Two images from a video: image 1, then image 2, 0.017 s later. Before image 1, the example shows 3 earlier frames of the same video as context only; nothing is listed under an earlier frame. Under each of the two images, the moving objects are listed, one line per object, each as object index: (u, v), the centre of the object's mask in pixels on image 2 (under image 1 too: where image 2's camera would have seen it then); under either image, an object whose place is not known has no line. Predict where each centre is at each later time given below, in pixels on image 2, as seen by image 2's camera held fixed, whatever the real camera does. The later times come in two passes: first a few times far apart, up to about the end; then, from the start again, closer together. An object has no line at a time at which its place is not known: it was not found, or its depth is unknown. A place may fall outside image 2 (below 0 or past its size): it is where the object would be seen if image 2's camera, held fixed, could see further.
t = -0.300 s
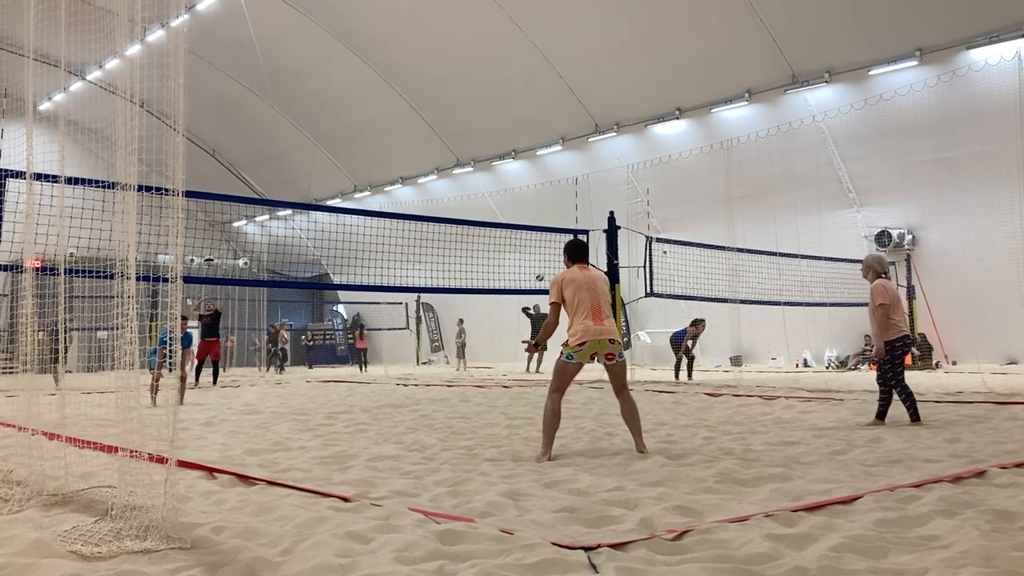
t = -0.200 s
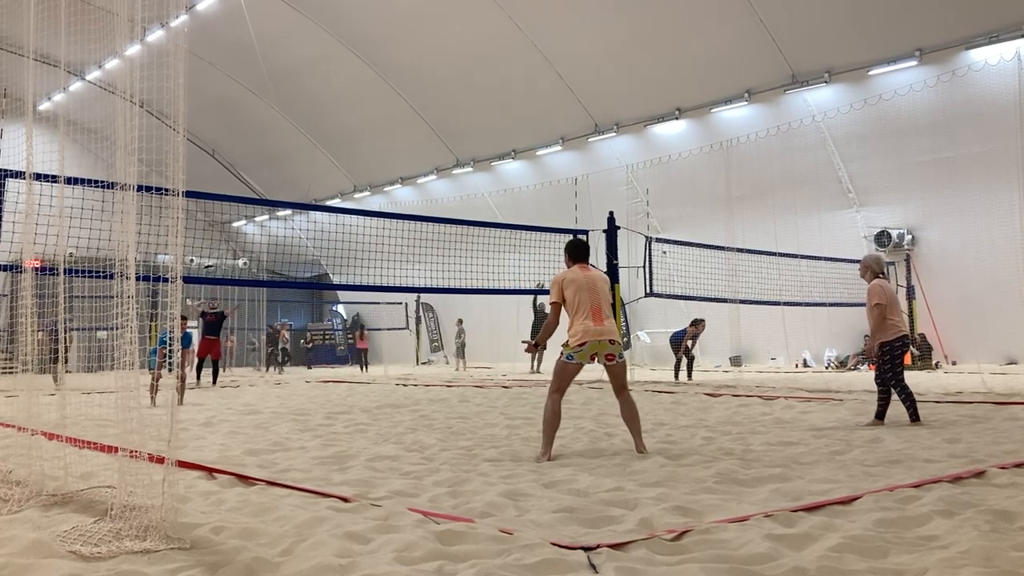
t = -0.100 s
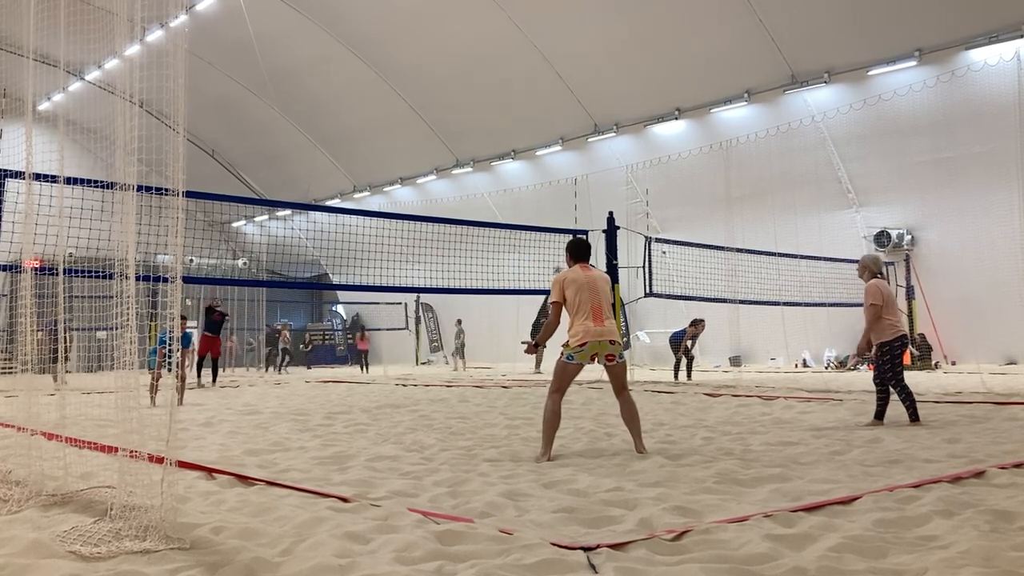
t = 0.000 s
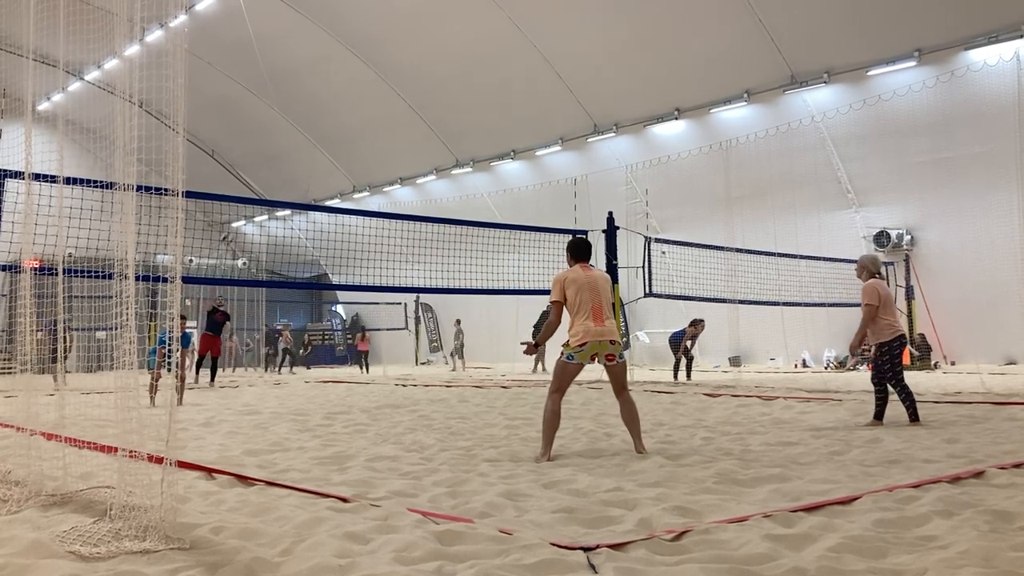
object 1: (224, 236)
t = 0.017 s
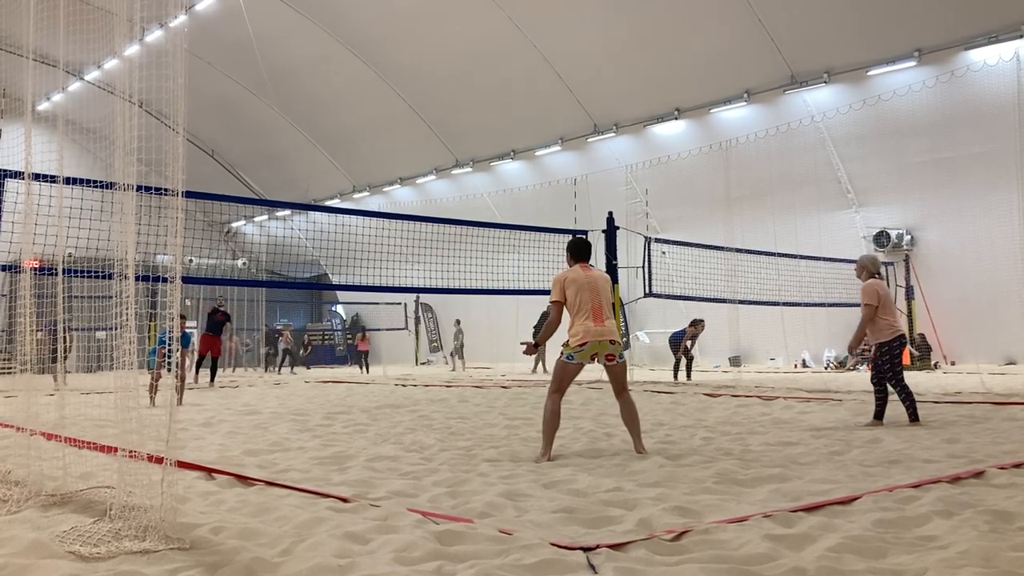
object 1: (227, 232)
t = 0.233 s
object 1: (275, 160)
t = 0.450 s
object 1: (342, 102)
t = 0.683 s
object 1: (437, 59)
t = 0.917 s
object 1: (563, 41)
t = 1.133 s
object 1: (720, 58)
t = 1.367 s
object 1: (965, 151)
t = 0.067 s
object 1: (237, 214)
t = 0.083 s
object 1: (241, 210)
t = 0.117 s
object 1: (248, 195)
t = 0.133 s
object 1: (252, 191)
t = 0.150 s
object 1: (256, 186)
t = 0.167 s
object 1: (259, 180)
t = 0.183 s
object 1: (263, 175)
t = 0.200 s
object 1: (267, 170)
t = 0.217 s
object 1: (271, 164)
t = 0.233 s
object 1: (275, 160)
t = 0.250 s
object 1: (280, 155)
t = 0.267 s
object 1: (285, 149)
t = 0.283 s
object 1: (289, 145)
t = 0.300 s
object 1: (293, 140)
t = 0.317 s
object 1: (299, 135)
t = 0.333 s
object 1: (303, 131)
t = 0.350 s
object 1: (308, 127)
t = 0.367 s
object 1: (314, 123)
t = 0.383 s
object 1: (319, 119)
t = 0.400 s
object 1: (325, 114)
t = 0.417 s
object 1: (330, 110)
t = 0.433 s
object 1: (335, 106)
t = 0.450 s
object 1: (342, 102)
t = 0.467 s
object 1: (347, 99)
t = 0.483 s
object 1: (354, 95)
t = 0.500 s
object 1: (360, 92)
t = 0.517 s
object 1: (366, 88)
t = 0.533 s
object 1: (373, 85)
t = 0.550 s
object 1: (380, 82)
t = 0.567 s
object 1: (386, 78)
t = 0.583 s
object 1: (392, 75)
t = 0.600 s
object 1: (400, 72)
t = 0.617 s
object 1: (407, 70)
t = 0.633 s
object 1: (414, 67)
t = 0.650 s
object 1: (422, 64)
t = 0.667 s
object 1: (429, 61)
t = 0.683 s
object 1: (437, 59)
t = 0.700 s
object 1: (444, 57)
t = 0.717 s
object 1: (453, 55)
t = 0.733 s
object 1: (461, 52)
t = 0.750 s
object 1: (469, 51)
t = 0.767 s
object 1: (478, 49)
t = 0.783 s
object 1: (486, 48)
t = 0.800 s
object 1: (495, 46)
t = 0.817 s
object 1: (504, 45)
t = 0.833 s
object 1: (513, 44)
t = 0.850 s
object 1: (523, 43)
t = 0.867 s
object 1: (532, 42)
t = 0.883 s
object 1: (542, 41)
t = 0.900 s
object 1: (553, 41)
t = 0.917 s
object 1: (563, 41)
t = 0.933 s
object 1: (573, 40)
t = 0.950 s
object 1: (584, 41)
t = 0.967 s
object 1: (595, 41)
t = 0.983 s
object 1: (606, 41)
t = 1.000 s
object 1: (618, 42)
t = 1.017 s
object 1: (630, 43)
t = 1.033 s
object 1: (642, 44)
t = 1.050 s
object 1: (654, 46)
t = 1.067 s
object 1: (667, 48)
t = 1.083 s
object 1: (679, 50)
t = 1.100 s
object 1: (693, 52)
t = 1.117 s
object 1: (706, 55)
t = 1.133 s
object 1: (720, 58)
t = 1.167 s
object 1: (748, 66)
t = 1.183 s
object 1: (762, 70)
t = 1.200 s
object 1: (777, 74)
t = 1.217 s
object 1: (794, 77)
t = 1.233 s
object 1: (809, 82)
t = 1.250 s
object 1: (829, 90)
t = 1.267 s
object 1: (848, 97)
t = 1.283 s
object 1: (865, 105)
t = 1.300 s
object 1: (883, 113)
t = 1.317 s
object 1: (903, 121)
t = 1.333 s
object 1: (923, 130)
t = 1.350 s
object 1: (944, 140)
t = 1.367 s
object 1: (965, 151)
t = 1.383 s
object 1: (987, 162)
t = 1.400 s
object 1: (1012, 175)
